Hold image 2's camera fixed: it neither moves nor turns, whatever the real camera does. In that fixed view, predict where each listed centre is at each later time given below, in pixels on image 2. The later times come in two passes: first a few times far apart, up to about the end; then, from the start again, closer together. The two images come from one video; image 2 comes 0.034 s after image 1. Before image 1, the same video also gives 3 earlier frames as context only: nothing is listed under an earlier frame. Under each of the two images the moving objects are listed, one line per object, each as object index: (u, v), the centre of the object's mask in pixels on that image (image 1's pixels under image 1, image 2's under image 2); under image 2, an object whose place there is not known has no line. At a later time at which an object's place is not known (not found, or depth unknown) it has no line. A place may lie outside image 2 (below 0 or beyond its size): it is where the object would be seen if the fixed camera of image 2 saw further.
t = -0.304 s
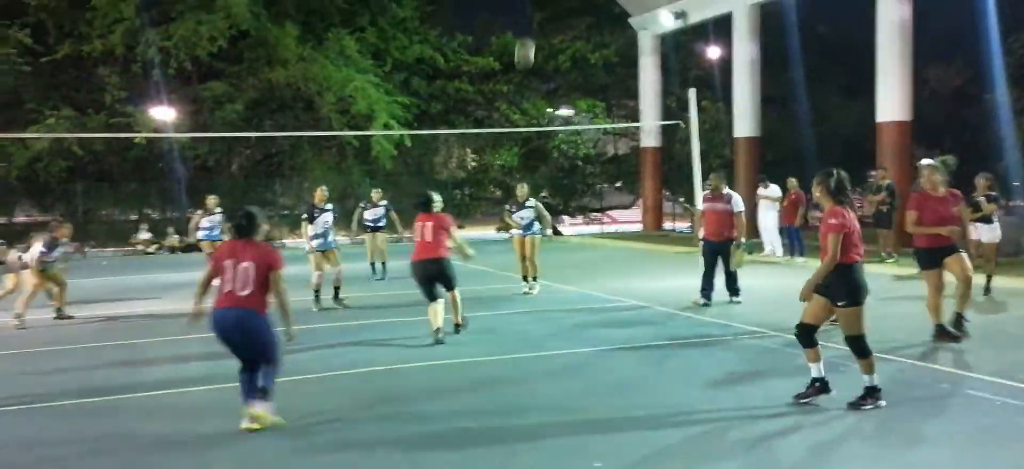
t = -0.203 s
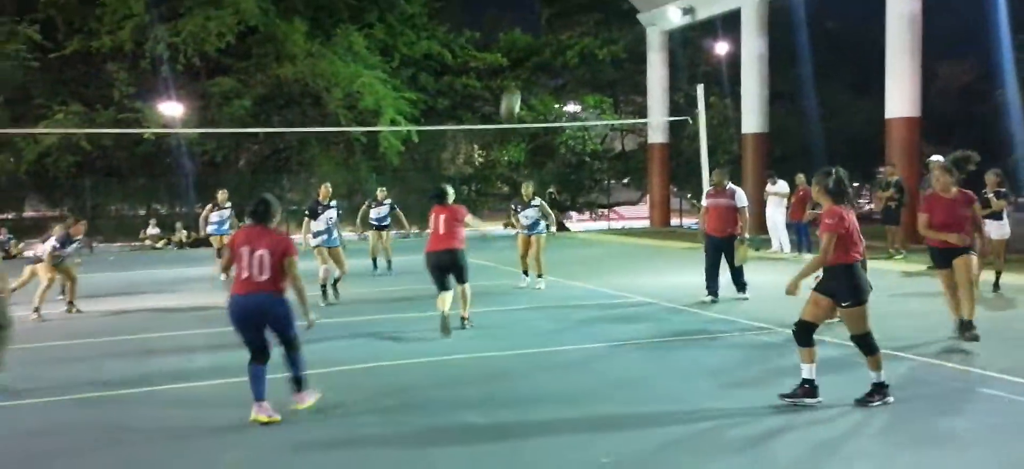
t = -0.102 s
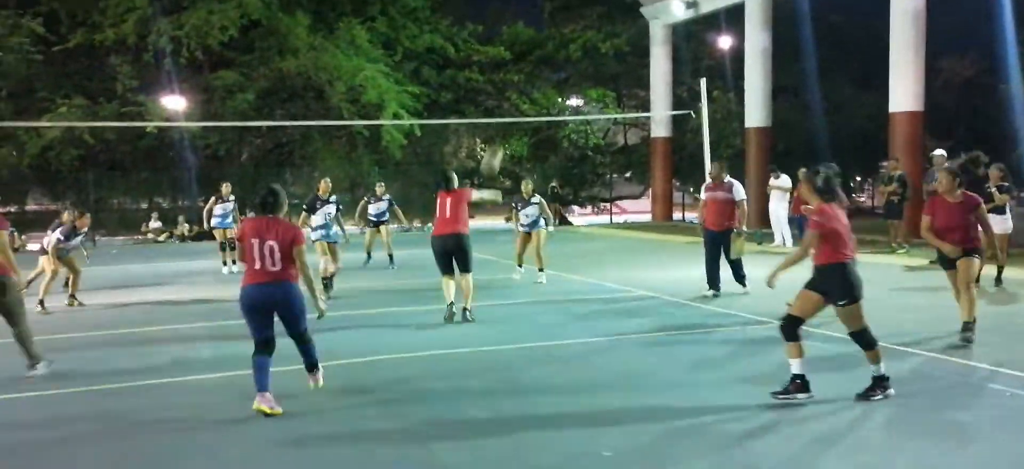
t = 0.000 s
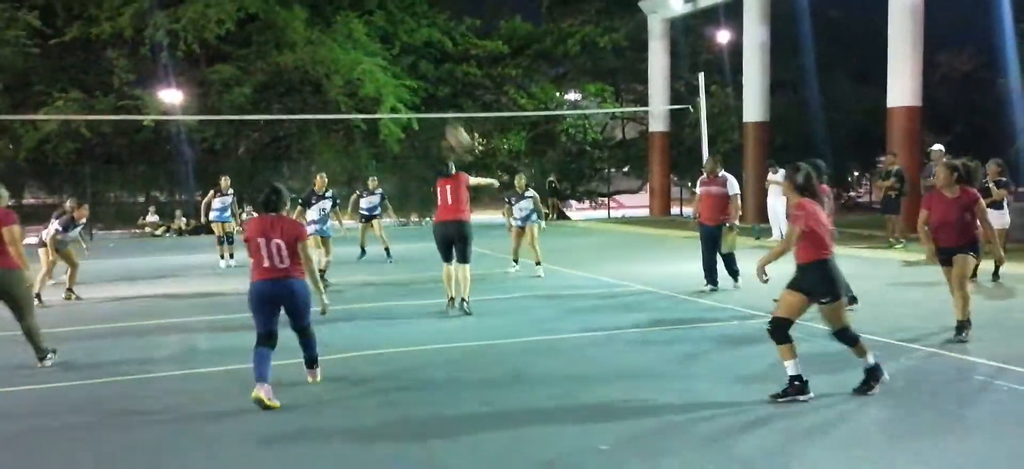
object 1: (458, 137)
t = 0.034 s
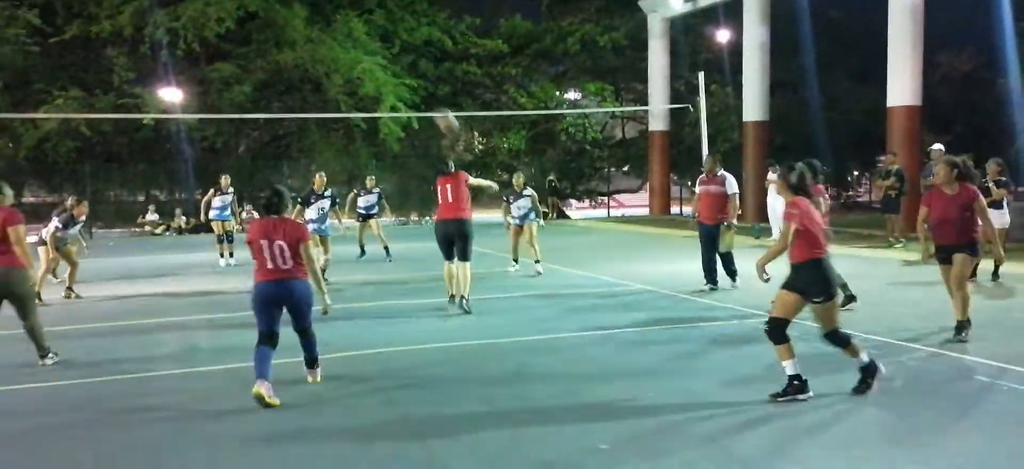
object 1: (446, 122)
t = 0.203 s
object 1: (388, 60)
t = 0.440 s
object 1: (316, 23)
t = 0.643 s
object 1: (261, 28)
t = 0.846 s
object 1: (213, 62)
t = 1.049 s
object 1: (171, 125)
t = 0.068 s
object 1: (433, 104)
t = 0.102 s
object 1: (423, 93)
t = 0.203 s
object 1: (388, 60)
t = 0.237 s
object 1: (378, 53)
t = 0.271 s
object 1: (368, 46)
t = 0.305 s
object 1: (357, 38)
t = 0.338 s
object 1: (346, 32)
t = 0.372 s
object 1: (336, 28)
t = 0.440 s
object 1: (316, 23)
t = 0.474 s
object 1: (306, 21)
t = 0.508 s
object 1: (297, 20)
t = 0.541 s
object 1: (288, 21)
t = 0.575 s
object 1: (279, 23)
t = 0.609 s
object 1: (270, 25)
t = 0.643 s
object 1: (261, 28)
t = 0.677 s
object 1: (253, 31)
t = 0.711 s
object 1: (244, 36)
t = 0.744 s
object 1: (236, 41)
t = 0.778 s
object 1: (228, 48)
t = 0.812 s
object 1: (221, 54)
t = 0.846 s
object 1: (213, 62)
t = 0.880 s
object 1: (206, 71)
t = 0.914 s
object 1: (199, 80)
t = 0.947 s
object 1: (192, 90)
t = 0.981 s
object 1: (189, 101)
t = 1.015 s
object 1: (177, 109)
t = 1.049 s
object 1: (171, 125)
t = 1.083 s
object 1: (165, 136)
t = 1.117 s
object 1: (159, 149)
